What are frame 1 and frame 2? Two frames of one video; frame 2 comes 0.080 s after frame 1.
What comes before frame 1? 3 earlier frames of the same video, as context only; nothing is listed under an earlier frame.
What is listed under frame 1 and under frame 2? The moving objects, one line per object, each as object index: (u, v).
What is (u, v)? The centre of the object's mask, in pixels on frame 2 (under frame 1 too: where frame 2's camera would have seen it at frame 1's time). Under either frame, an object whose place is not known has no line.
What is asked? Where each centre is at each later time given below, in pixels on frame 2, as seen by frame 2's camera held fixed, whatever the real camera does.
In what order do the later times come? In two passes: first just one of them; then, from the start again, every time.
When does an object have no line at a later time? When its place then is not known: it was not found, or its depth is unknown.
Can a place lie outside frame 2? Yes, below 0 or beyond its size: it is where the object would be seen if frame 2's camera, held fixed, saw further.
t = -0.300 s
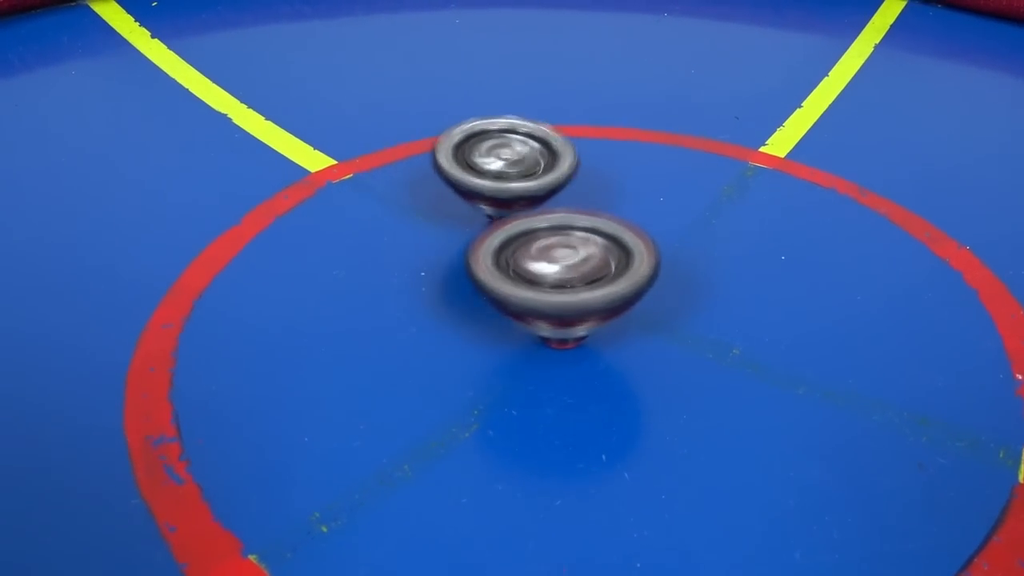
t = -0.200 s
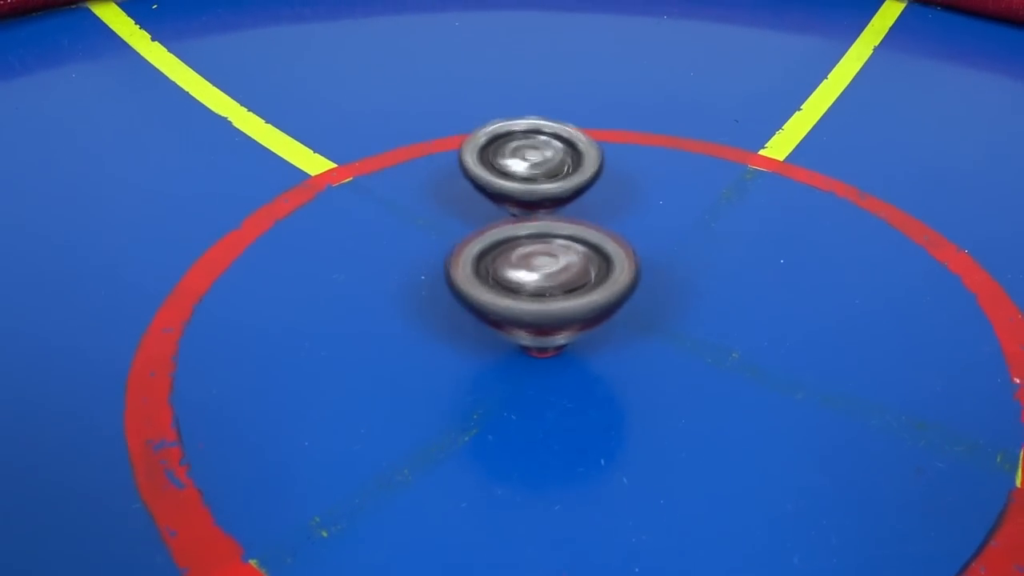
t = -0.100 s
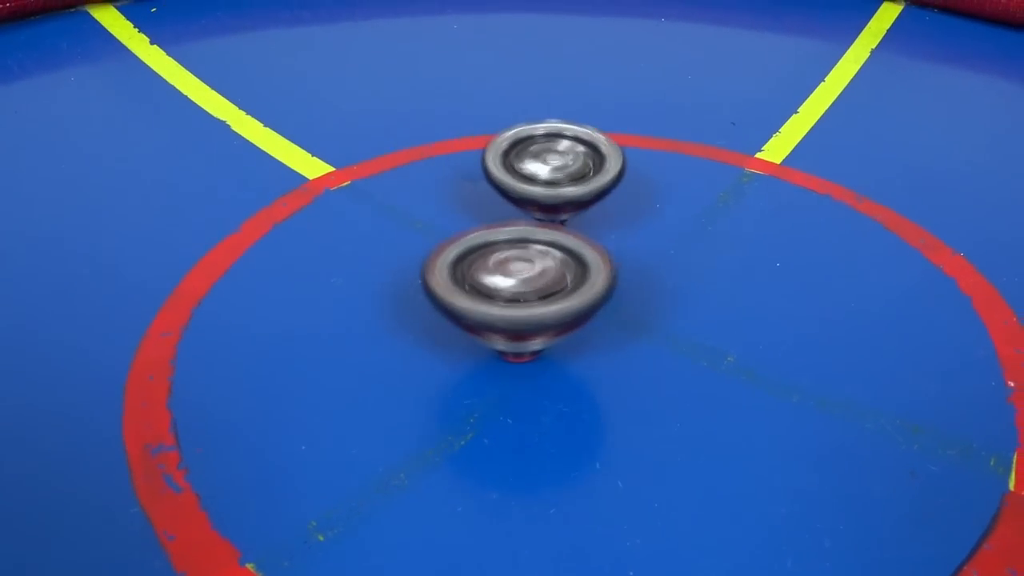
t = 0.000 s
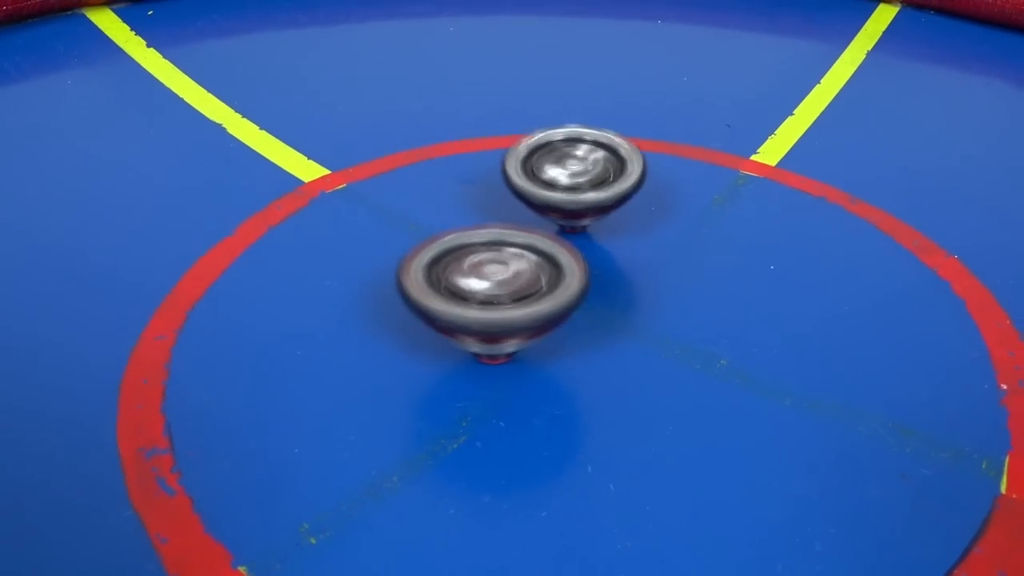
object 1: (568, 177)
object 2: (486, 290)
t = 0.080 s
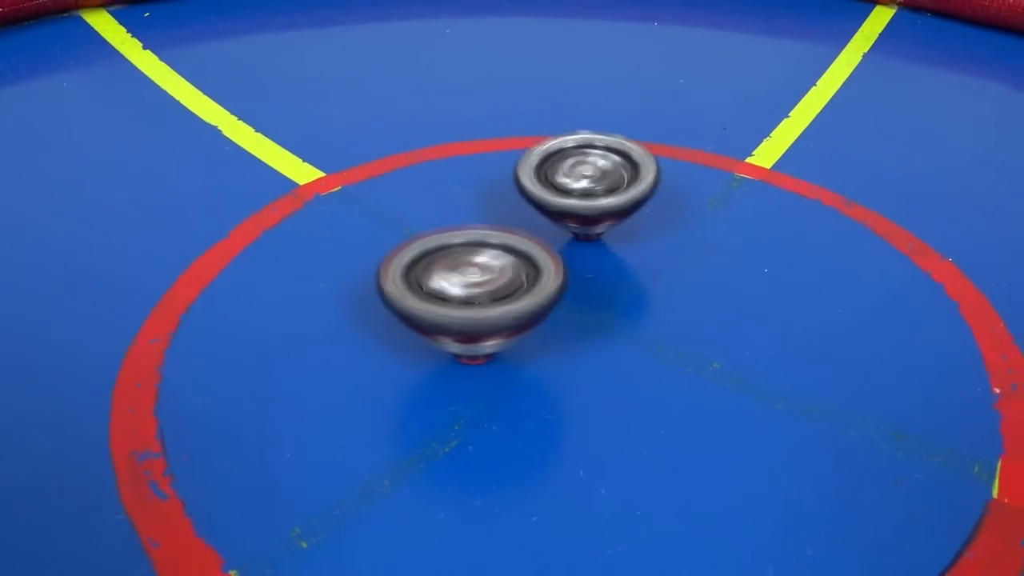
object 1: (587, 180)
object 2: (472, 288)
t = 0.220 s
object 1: (621, 191)
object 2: (454, 279)
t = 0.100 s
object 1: (593, 182)
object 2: (469, 286)
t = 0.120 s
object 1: (598, 183)
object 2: (466, 286)
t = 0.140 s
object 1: (602, 185)
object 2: (463, 284)
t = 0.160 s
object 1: (607, 186)
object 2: (461, 283)
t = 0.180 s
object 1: (612, 187)
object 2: (458, 282)
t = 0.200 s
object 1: (616, 189)
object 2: (456, 281)
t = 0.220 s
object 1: (621, 191)
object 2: (454, 279)
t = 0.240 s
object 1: (625, 193)
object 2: (451, 278)
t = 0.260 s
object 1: (630, 195)
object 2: (451, 276)
